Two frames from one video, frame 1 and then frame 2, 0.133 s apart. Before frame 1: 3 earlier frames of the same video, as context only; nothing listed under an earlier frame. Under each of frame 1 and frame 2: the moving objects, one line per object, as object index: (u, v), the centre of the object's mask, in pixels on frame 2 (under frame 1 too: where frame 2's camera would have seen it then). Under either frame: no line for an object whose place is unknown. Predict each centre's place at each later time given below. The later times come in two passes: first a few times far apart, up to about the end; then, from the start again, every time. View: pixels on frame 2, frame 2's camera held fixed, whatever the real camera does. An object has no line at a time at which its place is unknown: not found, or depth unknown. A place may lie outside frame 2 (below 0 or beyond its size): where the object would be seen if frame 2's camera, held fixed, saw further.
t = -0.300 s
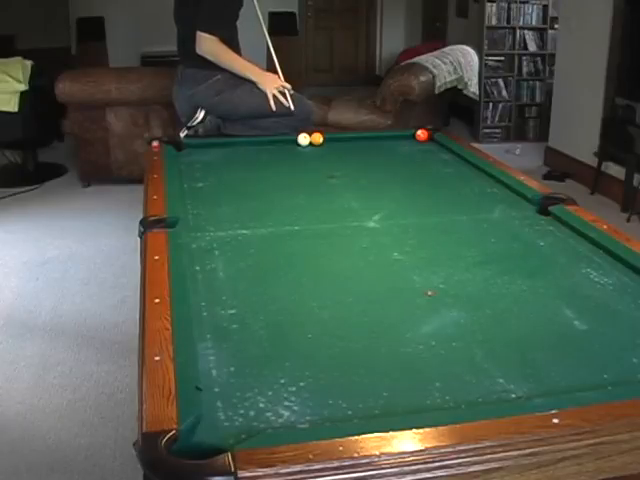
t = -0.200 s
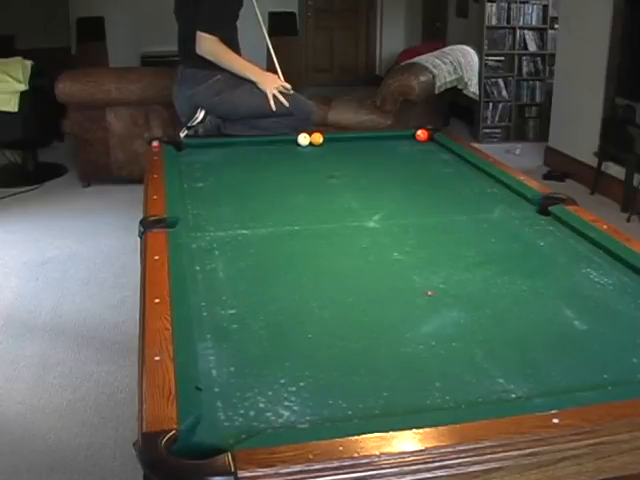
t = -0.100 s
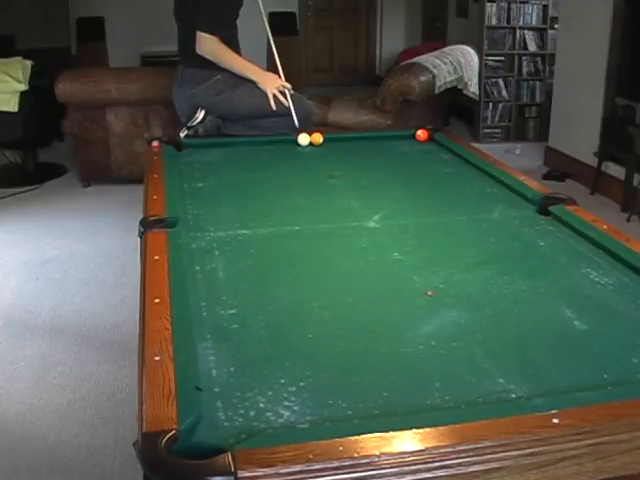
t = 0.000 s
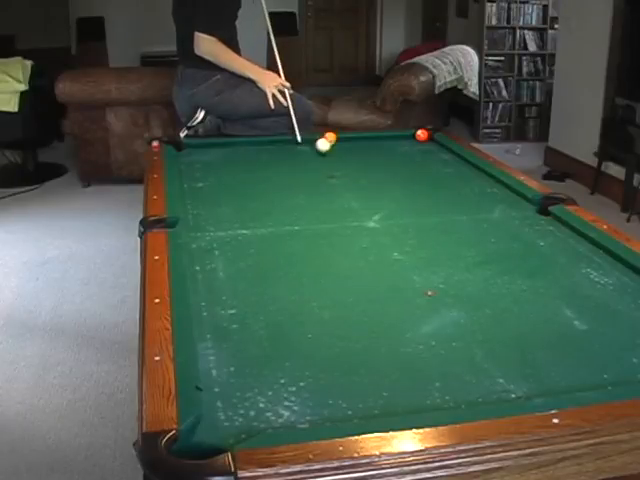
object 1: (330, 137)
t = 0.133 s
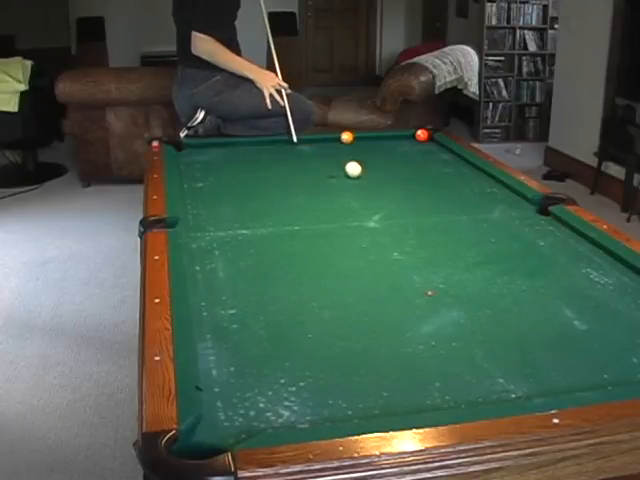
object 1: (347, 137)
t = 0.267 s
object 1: (363, 136)
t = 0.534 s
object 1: (392, 135)
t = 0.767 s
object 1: (410, 135)
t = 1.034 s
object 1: (414, 135)
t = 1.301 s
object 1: (416, 134)
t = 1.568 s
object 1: (415, 134)
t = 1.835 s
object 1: (414, 134)
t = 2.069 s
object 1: (414, 134)
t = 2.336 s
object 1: (414, 134)
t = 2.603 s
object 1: (414, 134)
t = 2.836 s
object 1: (416, 131)
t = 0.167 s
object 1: (351, 137)
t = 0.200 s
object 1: (355, 136)
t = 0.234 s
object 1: (359, 136)
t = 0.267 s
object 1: (363, 136)
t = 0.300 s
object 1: (366, 136)
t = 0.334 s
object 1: (370, 136)
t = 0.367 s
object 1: (374, 136)
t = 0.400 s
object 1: (378, 136)
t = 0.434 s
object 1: (382, 136)
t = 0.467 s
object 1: (385, 136)
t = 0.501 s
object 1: (389, 135)
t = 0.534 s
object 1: (392, 135)
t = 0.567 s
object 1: (396, 135)
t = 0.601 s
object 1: (400, 135)
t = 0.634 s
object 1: (403, 135)
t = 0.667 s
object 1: (406, 135)
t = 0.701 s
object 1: (409, 135)
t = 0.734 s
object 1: (409, 135)
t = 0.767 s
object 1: (410, 135)
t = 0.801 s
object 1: (410, 135)
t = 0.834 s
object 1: (411, 135)
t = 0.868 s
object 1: (411, 134)
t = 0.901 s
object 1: (412, 135)
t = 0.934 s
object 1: (412, 135)
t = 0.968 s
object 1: (413, 135)
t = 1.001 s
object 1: (413, 134)
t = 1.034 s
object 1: (414, 135)
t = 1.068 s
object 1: (414, 134)
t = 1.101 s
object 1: (414, 134)
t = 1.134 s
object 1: (415, 134)
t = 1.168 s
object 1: (415, 134)
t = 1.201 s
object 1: (415, 134)
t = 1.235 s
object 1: (415, 134)
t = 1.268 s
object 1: (416, 134)
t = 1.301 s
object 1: (416, 134)
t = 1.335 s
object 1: (416, 134)
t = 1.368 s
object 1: (416, 134)
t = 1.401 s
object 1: (416, 134)
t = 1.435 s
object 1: (415, 134)
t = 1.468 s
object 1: (416, 134)
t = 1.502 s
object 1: (416, 134)
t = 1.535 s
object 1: (415, 134)
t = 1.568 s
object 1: (415, 134)
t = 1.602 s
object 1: (415, 134)
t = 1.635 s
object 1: (415, 134)
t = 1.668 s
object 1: (414, 134)
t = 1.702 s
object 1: (414, 134)
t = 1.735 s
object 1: (414, 134)
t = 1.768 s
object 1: (414, 134)
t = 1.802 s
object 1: (414, 134)
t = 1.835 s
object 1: (414, 134)
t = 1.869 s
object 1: (414, 134)
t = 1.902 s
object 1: (414, 134)
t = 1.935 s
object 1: (414, 134)
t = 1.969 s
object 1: (414, 134)
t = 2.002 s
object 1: (414, 134)
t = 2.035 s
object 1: (414, 134)
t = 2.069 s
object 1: (414, 134)
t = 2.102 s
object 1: (414, 134)
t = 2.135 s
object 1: (414, 134)
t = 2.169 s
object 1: (414, 134)
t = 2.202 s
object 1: (414, 134)
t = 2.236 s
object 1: (414, 134)
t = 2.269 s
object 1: (414, 134)
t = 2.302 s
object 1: (414, 134)
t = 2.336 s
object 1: (414, 134)
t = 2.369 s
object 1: (414, 134)
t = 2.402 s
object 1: (414, 134)
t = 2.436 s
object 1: (414, 134)
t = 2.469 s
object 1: (414, 134)
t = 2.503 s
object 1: (414, 134)
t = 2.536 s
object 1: (414, 134)
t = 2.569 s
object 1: (414, 134)
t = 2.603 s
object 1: (414, 134)
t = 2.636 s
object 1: (414, 133)
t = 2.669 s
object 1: (415, 133)
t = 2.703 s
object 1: (414, 132)
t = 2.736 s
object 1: (414, 132)
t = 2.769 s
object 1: (414, 132)
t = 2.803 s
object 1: (413, 131)
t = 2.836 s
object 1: (416, 131)
